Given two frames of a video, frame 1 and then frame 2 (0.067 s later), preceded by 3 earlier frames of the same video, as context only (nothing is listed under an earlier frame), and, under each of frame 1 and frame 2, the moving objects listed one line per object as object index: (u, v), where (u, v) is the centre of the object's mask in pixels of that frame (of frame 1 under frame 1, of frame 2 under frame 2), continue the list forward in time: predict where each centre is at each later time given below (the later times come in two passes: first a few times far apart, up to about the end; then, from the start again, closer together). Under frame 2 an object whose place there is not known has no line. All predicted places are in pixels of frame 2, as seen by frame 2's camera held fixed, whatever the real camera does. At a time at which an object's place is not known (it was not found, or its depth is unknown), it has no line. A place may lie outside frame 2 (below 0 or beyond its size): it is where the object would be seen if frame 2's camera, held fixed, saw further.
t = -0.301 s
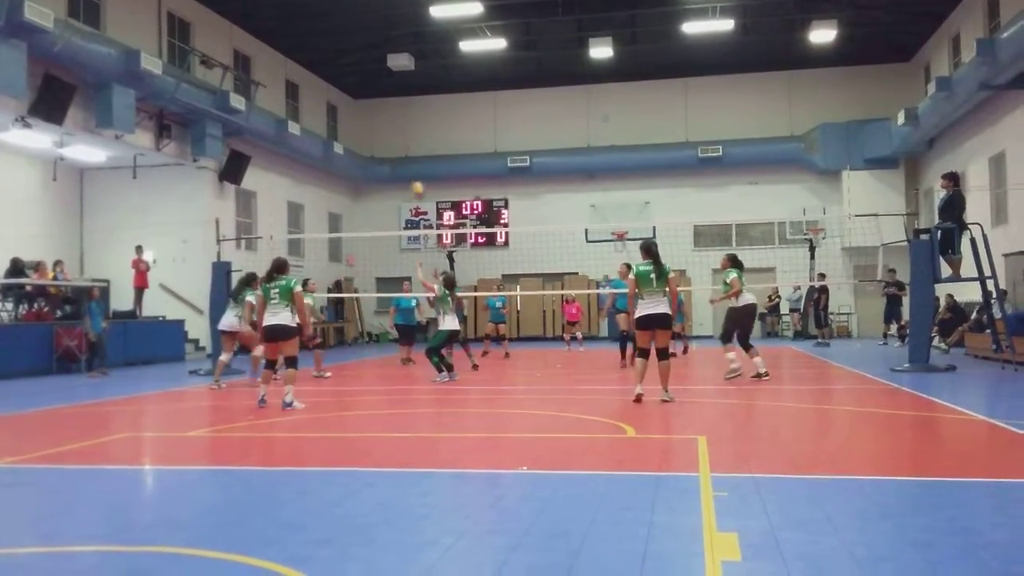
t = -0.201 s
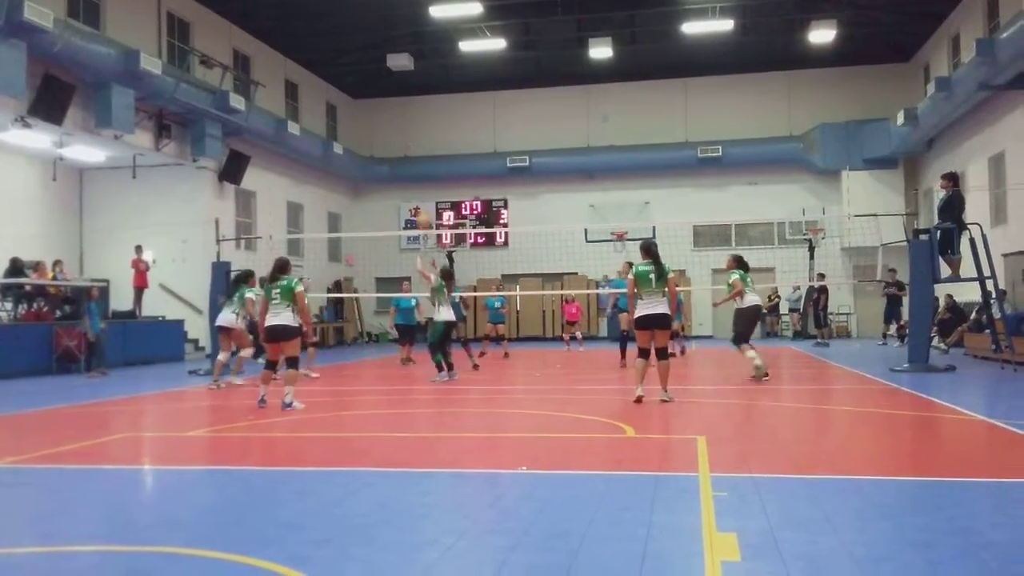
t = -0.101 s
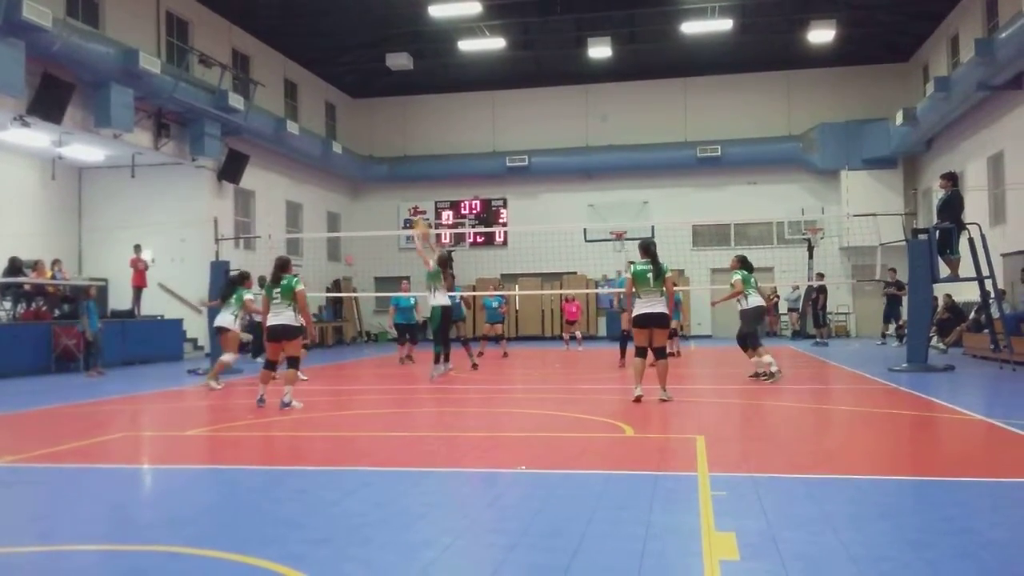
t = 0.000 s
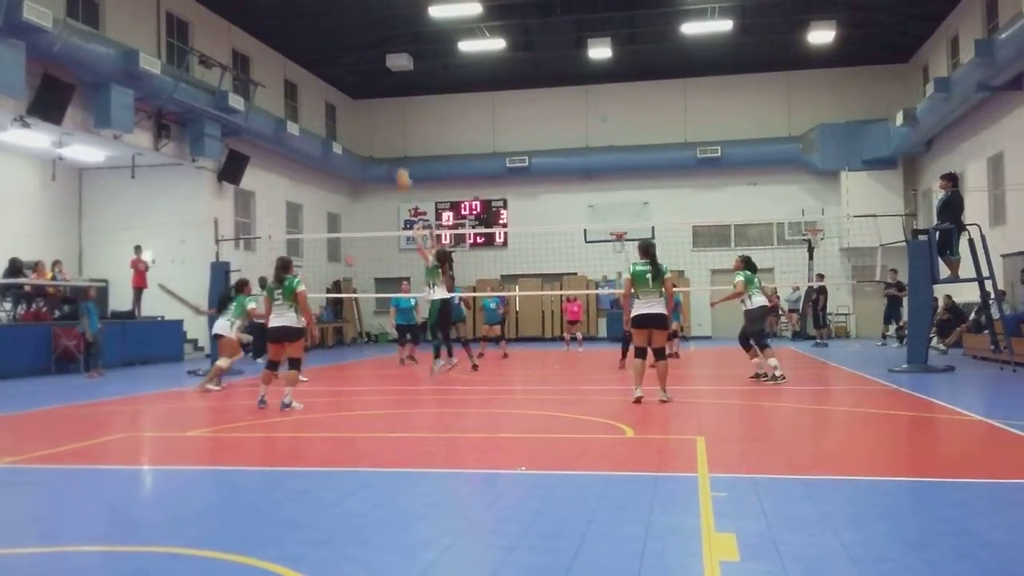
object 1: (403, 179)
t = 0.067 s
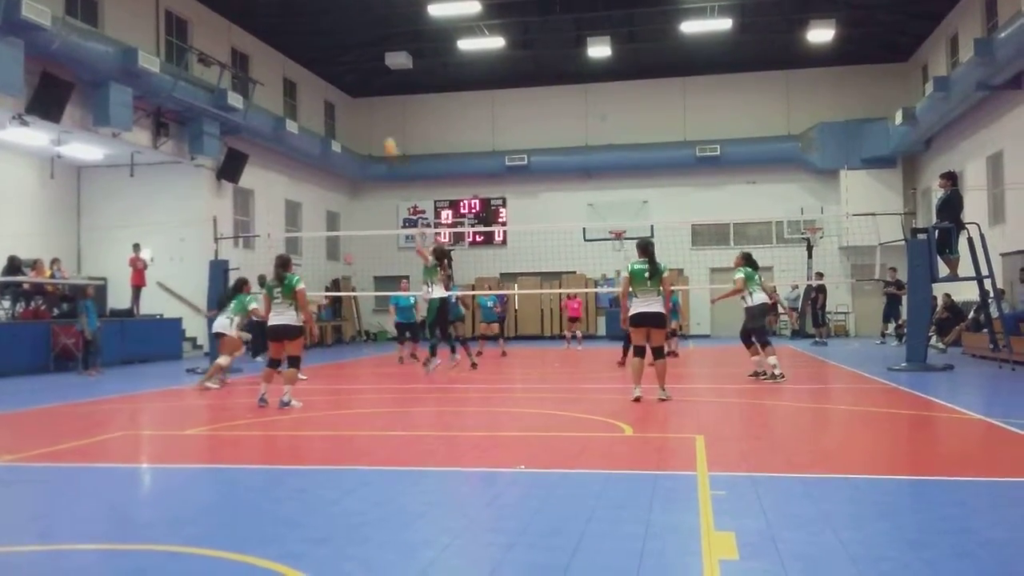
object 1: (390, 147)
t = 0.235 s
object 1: (361, 91)
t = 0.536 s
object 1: (314, 40)
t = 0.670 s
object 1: (294, 37)
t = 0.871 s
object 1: (264, 53)
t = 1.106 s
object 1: (232, 111)
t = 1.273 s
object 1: (210, 174)
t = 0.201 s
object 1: (367, 101)
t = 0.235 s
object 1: (361, 91)
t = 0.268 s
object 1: (356, 83)
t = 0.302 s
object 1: (350, 75)
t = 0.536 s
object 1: (314, 40)
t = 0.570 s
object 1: (309, 38)
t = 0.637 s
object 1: (299, 37)
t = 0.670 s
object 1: (294, 37)
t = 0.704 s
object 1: (288, 38)
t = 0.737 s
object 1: (284, 40)
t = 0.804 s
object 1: (275, 45)
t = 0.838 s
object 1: (271, 48)
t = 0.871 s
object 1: (264, 53)
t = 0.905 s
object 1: (260, 59)
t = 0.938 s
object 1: (255, 66)
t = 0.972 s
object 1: (250, 75)
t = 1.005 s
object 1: (245, 82)
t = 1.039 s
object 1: (242, 89)
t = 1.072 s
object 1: (235, 100)
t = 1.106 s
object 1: (232, 111)
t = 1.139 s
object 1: (227, 120)
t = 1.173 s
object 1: (223, 132)
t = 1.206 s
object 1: (218, 142)
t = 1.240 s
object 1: (214, 158)
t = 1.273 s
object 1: (210, 174)
